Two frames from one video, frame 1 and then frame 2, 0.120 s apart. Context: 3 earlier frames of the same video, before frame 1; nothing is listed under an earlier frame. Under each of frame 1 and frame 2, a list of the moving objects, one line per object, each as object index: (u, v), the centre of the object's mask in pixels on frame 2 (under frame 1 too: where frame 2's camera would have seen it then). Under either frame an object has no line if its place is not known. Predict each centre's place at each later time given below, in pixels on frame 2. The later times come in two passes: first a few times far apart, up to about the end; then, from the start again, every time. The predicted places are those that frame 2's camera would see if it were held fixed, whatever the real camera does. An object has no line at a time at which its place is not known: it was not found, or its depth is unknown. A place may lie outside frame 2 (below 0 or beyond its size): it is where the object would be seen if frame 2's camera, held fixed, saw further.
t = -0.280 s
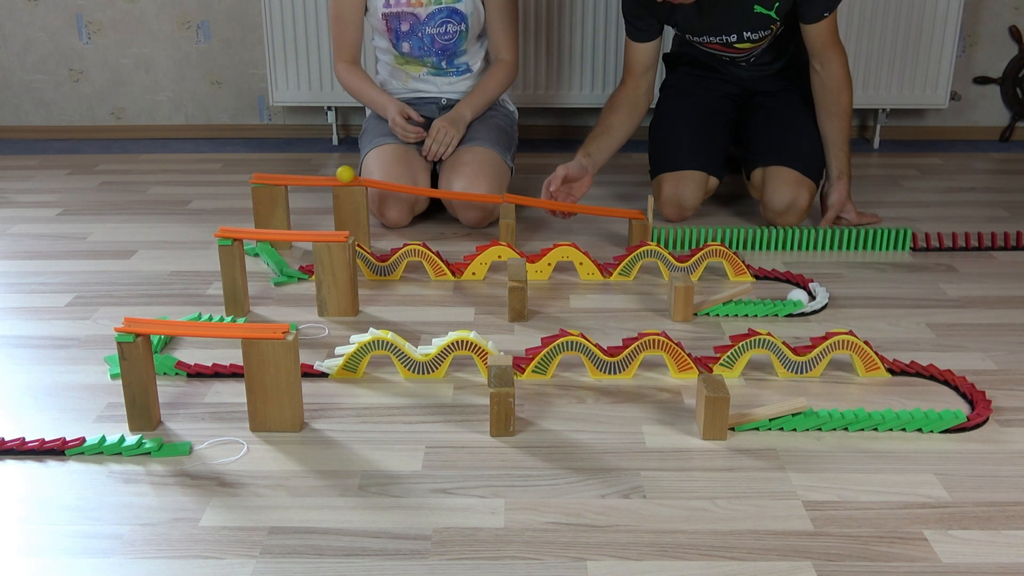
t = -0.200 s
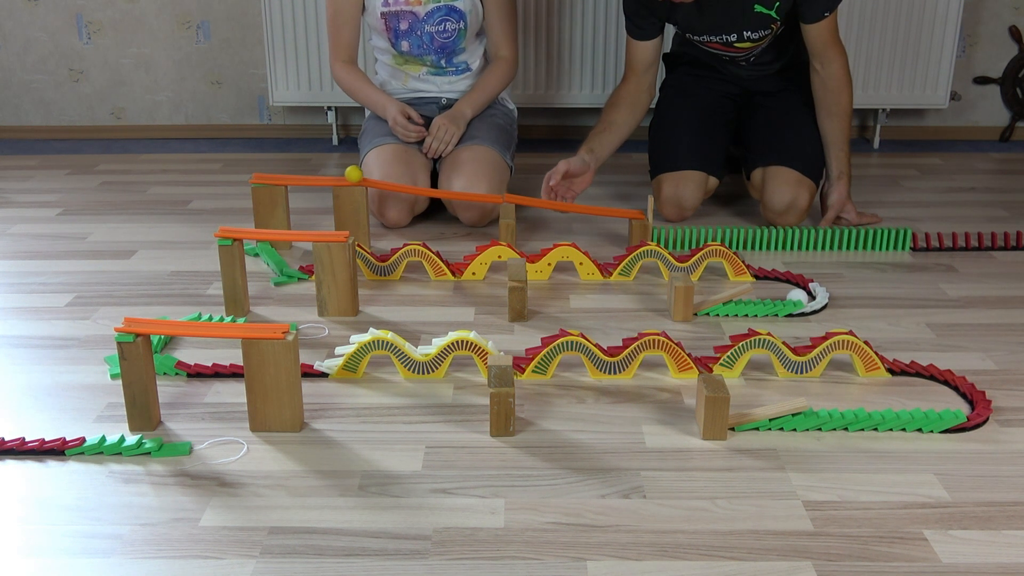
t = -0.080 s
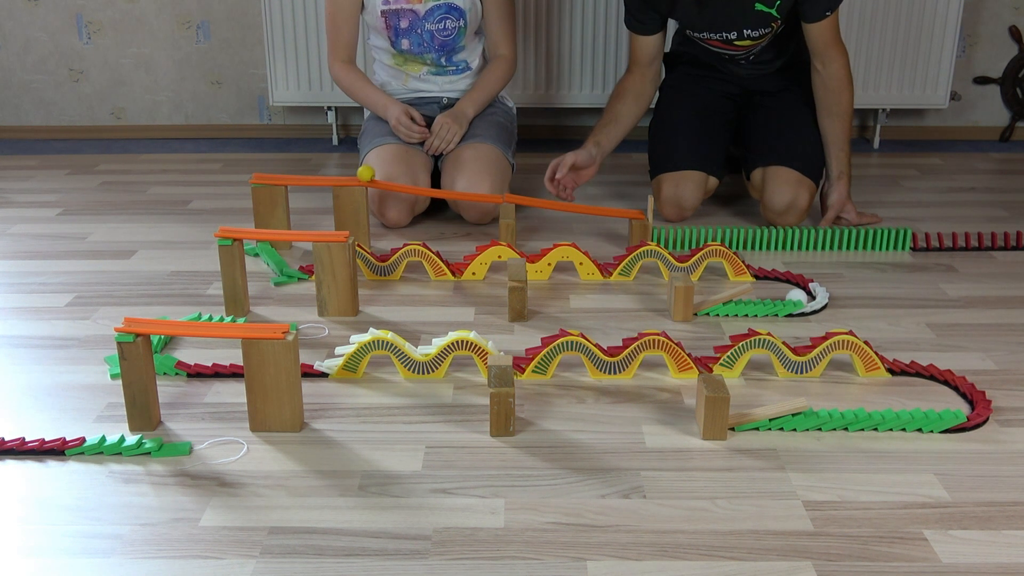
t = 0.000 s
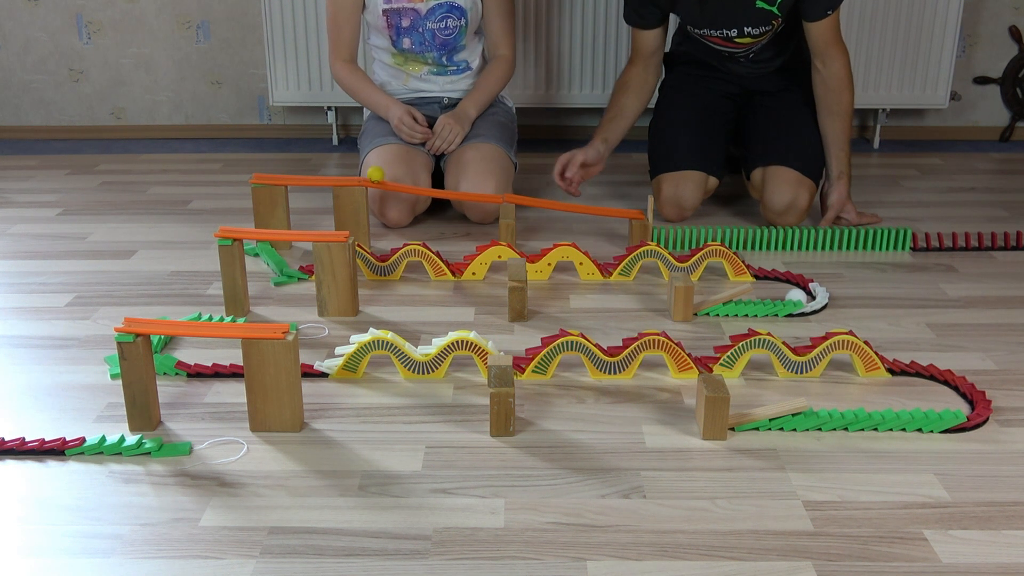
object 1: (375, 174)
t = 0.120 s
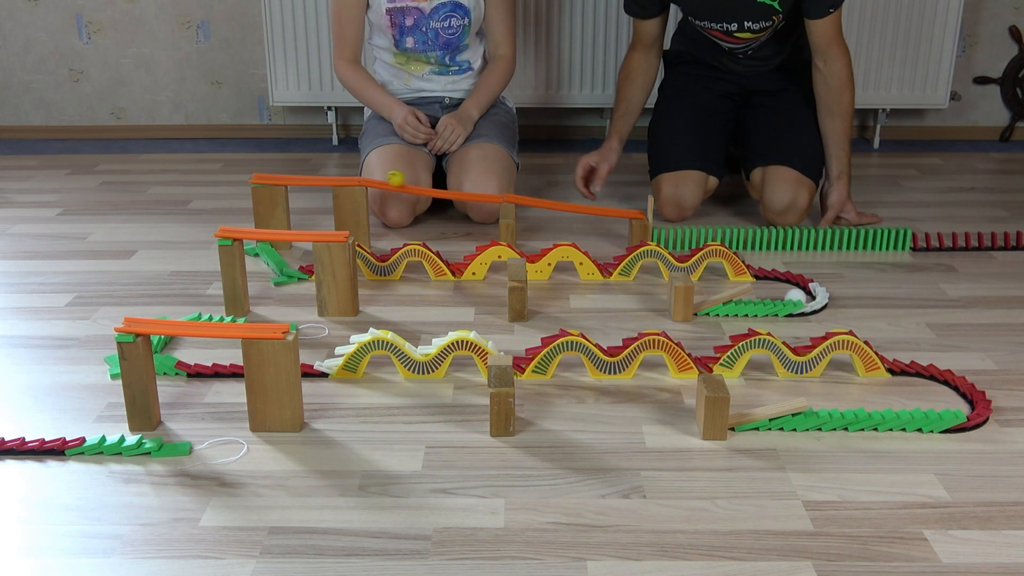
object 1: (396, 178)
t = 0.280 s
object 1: (432, 183)
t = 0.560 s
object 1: (508, 186)
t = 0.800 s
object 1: (569, 199)
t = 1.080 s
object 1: (631, 206)
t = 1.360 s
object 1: (636, 205)
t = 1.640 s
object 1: (661, 226)
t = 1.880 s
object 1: (656, 234)
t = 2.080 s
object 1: (661, 244)
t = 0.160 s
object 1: (403, 179)
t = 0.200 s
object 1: (412, 181)
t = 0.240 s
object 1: (422, 182)
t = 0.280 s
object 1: (432, 183)
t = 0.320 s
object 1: (442, 184)
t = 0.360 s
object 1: (453, 186)
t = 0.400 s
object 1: (465, 187)
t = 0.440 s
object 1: (476, 187)
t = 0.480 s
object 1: (489, 188)
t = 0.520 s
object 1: (501, 189)
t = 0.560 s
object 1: (508, 186)
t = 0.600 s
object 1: (515, 189)
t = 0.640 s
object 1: (524, 191)
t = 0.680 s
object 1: (535, 194)
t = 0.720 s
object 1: (546, 196)
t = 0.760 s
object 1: (557, 198)
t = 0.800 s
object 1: (569, 199)
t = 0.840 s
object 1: (582, 201)
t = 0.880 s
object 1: (595, 202)
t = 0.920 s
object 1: (608, 204)
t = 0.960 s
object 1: (622, 205)
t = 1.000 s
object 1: (636, 206)
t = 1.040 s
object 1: (635, 205)
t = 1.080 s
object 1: (631, 206)
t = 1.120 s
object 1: (630, 205)
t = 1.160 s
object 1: (630, 205)
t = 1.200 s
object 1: (630, 205)
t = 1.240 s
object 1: (631, 205)
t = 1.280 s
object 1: (632, 205)
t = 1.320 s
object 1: (634, 205)
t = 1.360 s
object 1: (636, 205)
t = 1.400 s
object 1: (638, 205)
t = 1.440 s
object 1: (641, 205)
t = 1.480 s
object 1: (643, 206)
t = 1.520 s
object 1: (646, 207)
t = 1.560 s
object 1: (650, 209)
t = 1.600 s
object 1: (656, 214)
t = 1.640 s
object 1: (661, 226)
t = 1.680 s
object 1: (659, 222)
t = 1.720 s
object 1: (657, 220)
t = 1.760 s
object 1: (660, 224)
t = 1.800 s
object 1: (660, 230)
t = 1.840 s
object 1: (657, 232)
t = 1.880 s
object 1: (656, 234)
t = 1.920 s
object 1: (657, 236)
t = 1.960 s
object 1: (657, 239)
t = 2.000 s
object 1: (658, 240)
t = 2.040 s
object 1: (659, 240)
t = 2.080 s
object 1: (661, 244)
